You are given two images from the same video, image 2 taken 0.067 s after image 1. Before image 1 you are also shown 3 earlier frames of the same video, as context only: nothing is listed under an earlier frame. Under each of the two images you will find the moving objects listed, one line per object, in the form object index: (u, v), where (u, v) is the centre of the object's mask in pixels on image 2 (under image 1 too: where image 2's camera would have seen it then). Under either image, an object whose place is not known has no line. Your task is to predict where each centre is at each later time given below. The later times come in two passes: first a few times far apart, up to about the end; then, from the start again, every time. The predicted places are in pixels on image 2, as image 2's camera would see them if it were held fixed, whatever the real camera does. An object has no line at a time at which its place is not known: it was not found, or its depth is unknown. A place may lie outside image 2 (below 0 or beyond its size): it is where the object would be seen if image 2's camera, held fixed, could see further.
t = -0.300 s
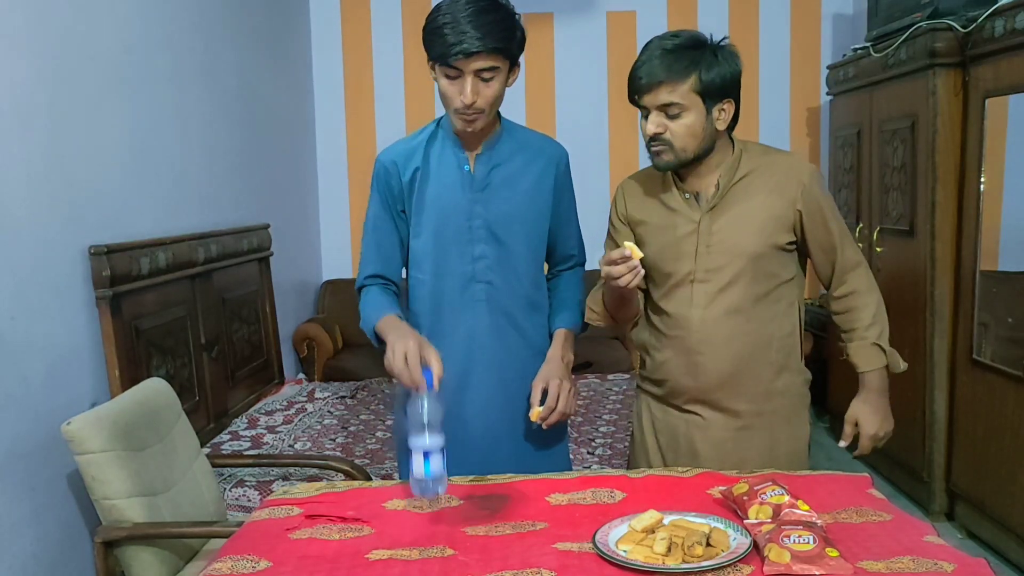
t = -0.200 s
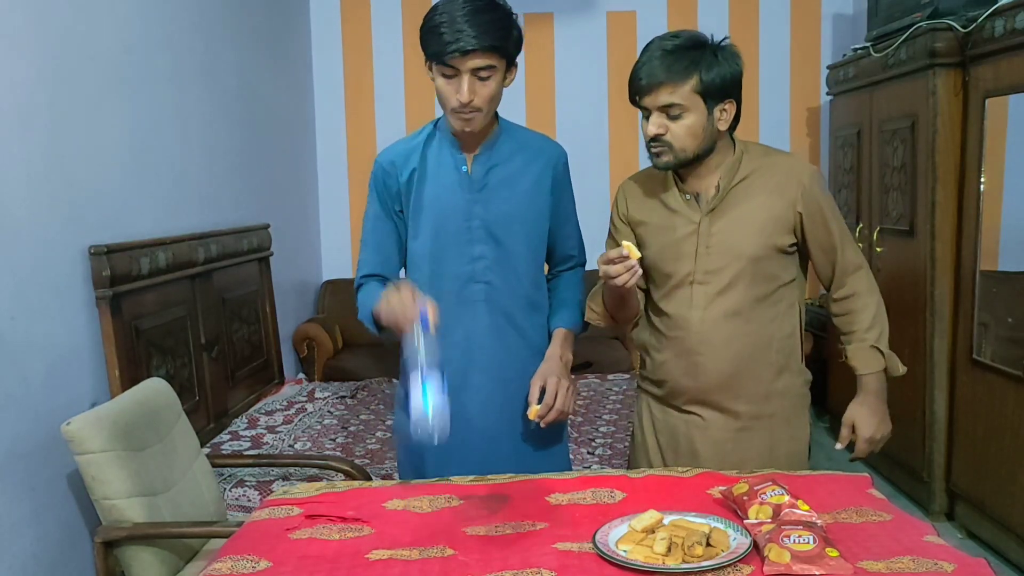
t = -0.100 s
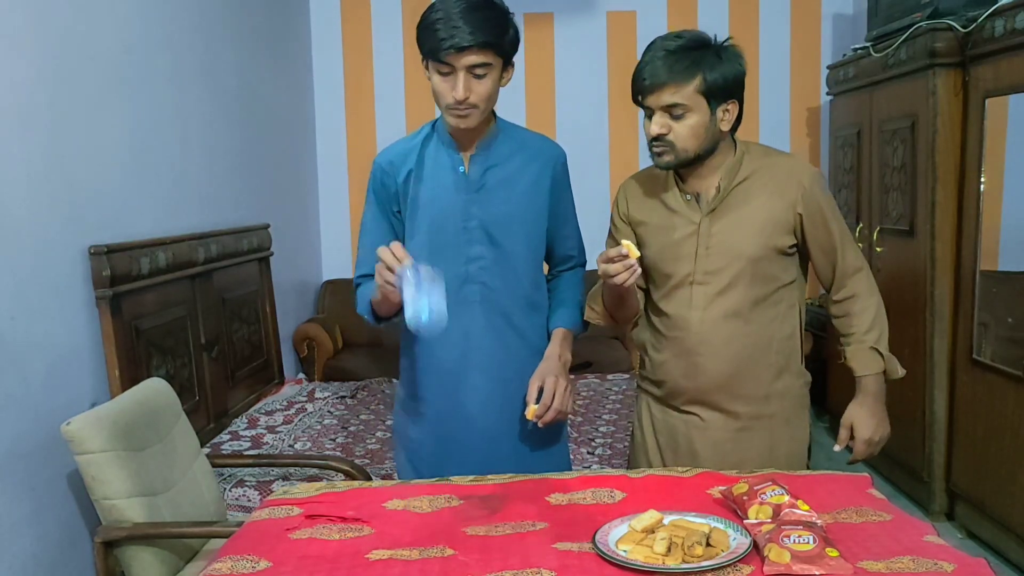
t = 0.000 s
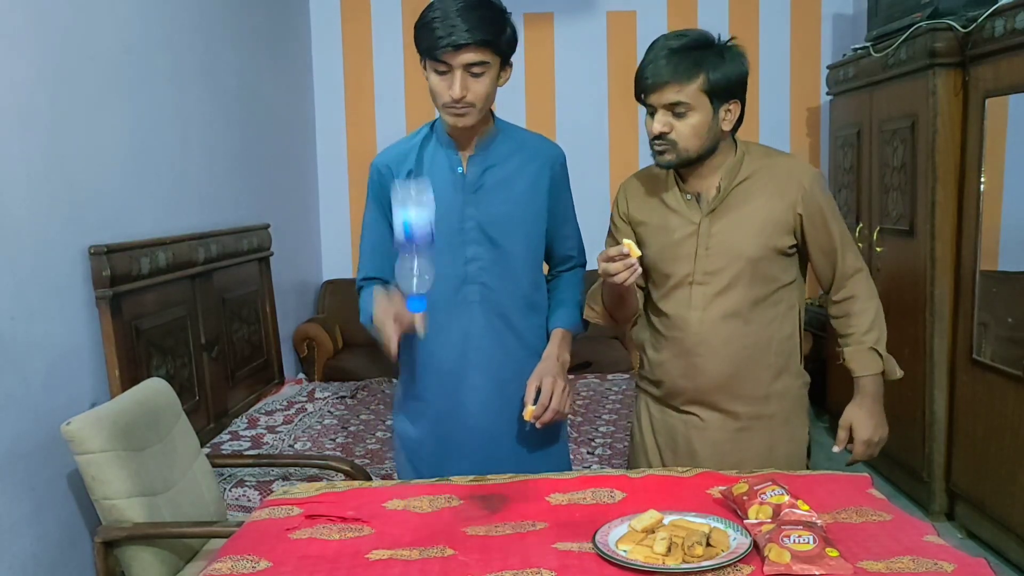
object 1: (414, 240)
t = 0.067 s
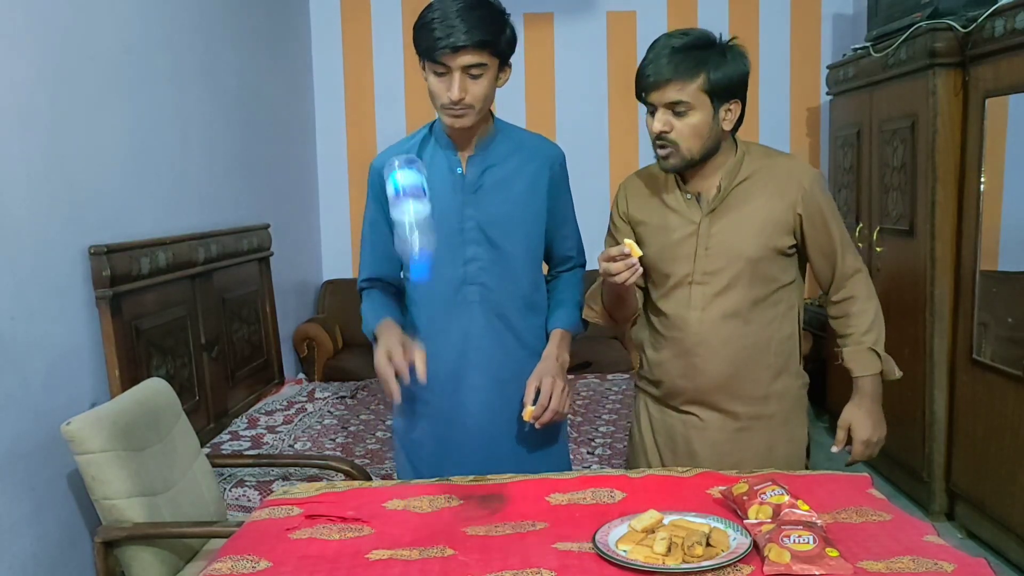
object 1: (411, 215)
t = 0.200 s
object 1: (400, 217)
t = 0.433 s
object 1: (394, 481)
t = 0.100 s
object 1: (408, 204)
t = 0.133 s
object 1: (405, 197)
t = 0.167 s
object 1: (403, 203)
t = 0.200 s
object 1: (400, 217)
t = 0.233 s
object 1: (399, 240)
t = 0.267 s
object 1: (397, 273)
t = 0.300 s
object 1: (396, 308)
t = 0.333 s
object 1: (396, 352)
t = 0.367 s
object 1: (396, 408)
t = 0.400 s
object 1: (396, 458)
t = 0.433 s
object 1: (394, 481)
